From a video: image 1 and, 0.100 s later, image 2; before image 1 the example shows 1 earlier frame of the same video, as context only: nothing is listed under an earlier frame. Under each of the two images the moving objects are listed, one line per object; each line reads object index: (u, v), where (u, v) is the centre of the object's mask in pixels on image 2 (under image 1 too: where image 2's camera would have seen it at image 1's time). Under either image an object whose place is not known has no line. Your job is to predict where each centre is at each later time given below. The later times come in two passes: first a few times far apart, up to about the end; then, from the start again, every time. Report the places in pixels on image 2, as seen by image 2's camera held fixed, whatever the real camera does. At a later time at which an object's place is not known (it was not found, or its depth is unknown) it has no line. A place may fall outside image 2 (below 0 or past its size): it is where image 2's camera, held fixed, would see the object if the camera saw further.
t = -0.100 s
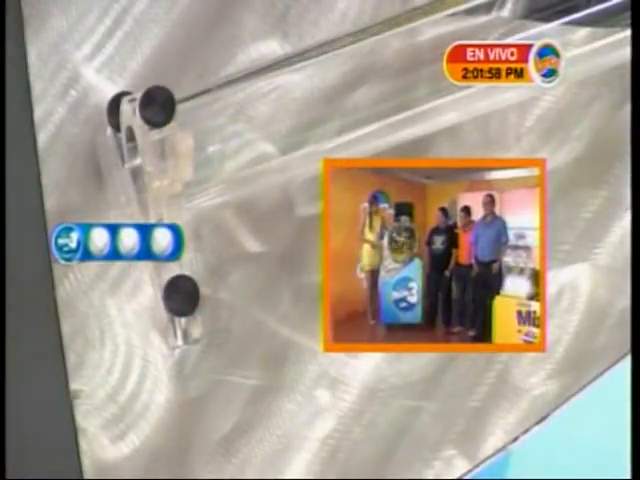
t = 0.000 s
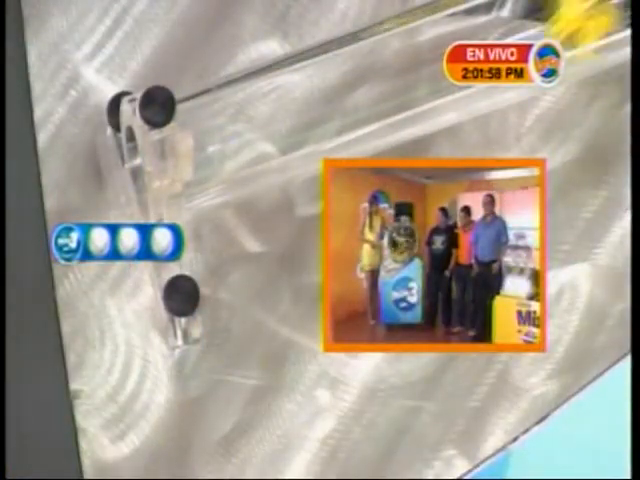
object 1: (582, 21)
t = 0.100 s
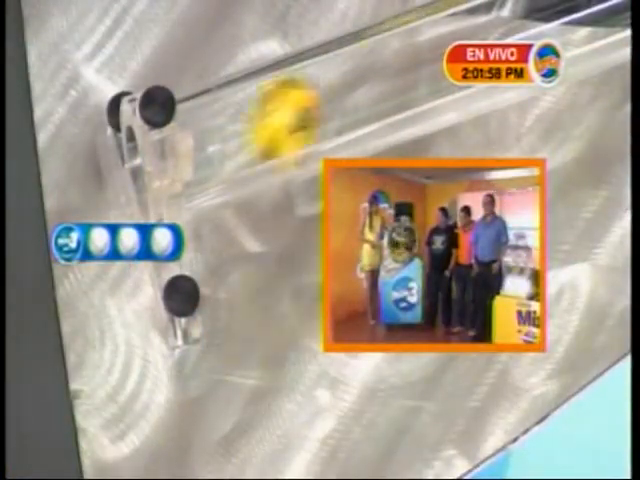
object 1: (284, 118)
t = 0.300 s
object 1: (234, 136)
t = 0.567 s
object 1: (219, 144)
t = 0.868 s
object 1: (219, 145)
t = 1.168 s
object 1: (219, 145)
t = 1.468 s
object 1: (219, 145)
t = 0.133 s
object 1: (222, 140)
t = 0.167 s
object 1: (240, 132)
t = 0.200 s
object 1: (246, 132)
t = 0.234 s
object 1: (245, 133)
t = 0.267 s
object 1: (240, 133)
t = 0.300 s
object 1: (234, 136)
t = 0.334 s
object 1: (226, 142)
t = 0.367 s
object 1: (219, 144)
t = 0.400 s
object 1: (219, 144)
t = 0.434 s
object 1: (219, 144)
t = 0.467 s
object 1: (219, 144)
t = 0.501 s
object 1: (219, 145)
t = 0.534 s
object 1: (219, 145)
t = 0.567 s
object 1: (219, 144)
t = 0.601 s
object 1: (219, 145)
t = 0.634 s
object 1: (219, 145)
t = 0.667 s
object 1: (219, 145)
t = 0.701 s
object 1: (219, 145)
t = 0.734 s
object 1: (219, 144)
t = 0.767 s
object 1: (219, 145)
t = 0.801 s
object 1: (219, 145)
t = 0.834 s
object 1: (219, 145)
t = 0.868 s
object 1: (219, 145)
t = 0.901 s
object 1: (219, 145)
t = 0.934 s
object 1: (219, 145)
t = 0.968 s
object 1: (219, 145)
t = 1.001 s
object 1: (219, 145)
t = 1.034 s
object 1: (219, 144)
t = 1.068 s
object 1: (219, 145)
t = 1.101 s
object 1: (219, 145)
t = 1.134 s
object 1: (219, 145)
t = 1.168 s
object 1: (219, 145)
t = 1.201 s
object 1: (219, 145)
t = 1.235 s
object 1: (219, 145)
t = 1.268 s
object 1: (219, 145)
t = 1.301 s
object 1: (219, 145)
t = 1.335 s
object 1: (219, 145)
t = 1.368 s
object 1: (219, 145)
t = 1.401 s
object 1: (219, 145)
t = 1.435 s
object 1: (219, 145)
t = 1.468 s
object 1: (219, 145)
